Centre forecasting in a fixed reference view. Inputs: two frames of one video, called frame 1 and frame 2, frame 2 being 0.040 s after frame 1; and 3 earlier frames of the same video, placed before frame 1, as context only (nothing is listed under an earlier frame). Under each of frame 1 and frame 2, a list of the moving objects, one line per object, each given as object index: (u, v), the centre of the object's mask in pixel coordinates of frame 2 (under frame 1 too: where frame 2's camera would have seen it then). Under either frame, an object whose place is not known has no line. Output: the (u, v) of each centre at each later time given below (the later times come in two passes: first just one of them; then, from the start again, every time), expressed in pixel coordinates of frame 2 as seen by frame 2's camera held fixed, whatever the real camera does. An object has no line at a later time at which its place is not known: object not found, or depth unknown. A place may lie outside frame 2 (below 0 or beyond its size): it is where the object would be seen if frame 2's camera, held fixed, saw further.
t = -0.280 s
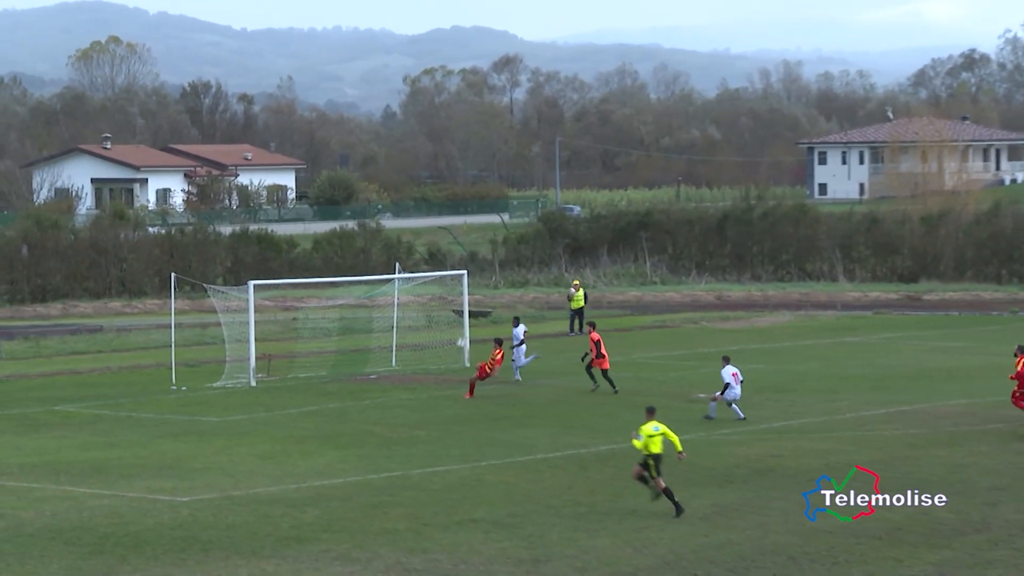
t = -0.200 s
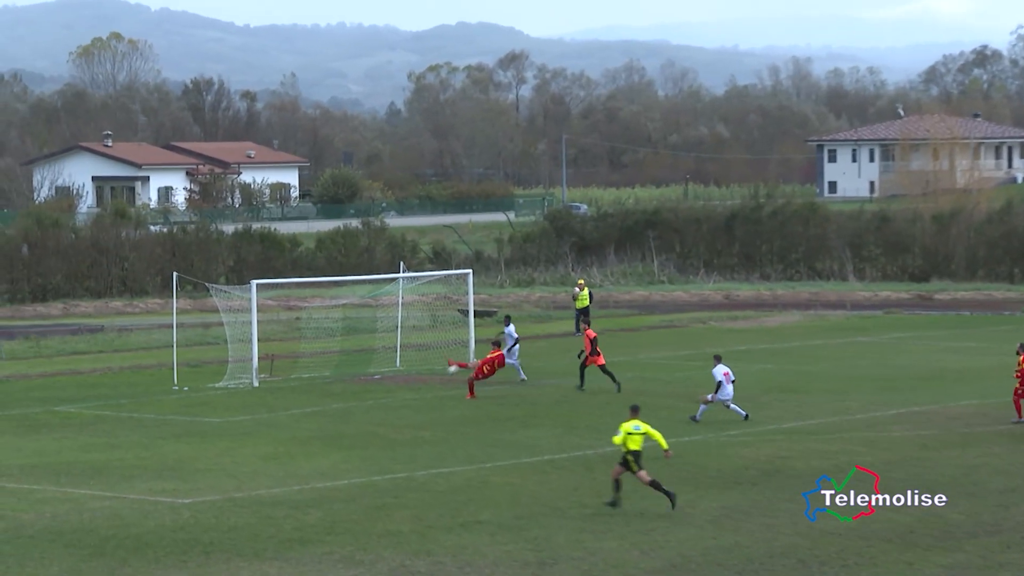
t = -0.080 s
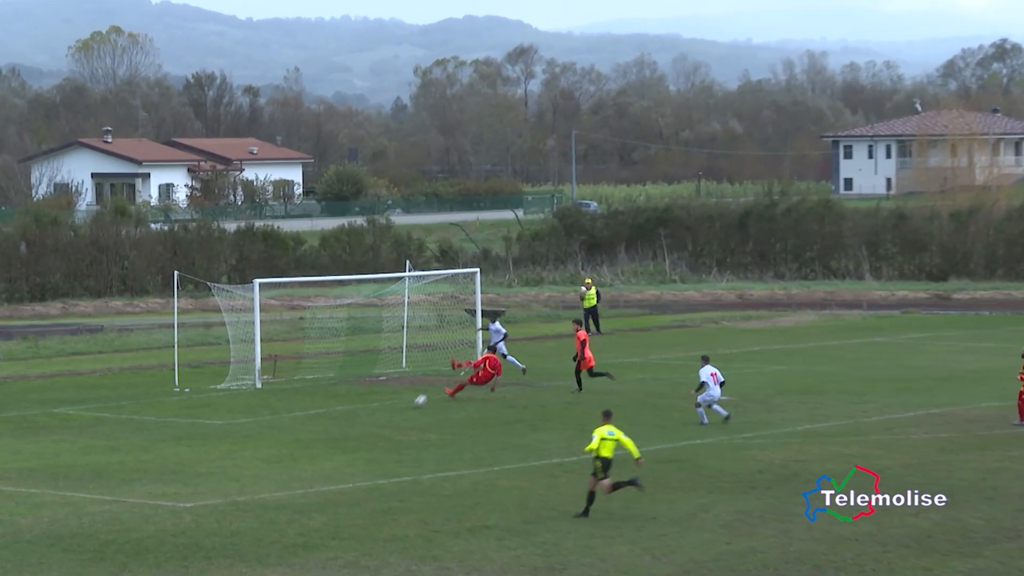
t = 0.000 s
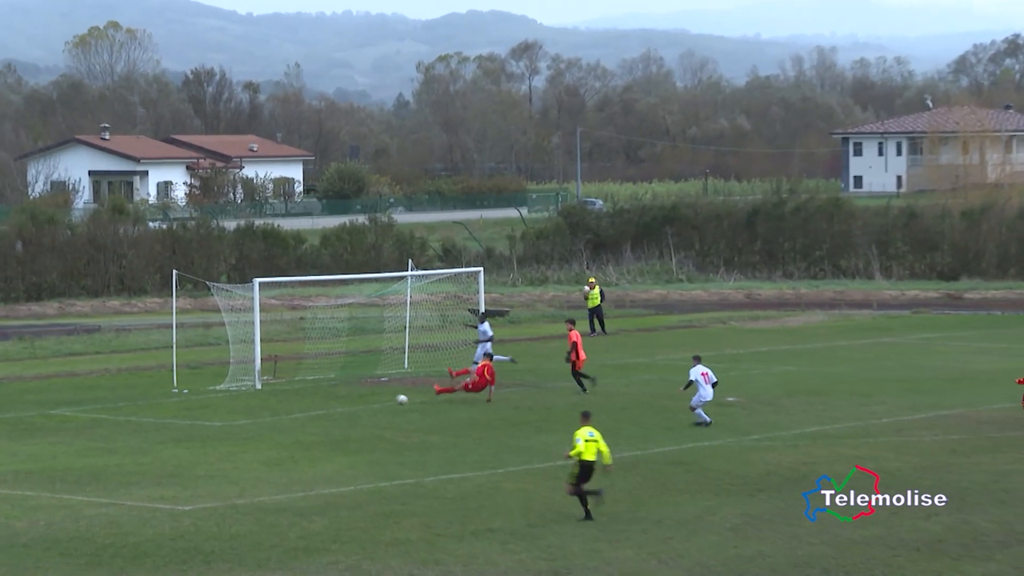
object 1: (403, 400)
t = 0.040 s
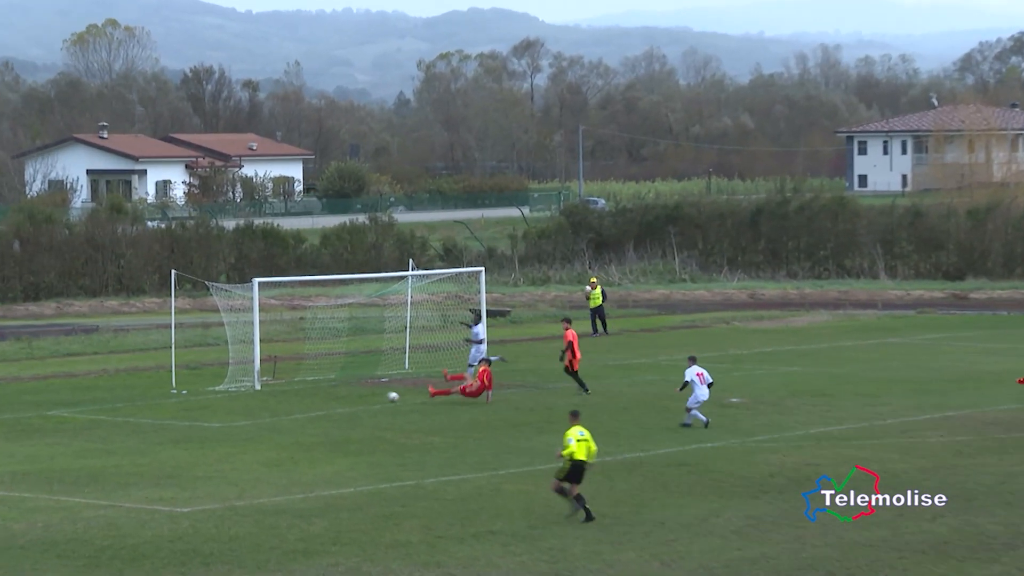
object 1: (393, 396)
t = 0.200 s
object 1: (351, 392)
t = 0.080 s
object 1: (382, 393)
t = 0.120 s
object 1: (372, 392)
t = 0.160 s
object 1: (362, 392)
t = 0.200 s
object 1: (351, 392)
